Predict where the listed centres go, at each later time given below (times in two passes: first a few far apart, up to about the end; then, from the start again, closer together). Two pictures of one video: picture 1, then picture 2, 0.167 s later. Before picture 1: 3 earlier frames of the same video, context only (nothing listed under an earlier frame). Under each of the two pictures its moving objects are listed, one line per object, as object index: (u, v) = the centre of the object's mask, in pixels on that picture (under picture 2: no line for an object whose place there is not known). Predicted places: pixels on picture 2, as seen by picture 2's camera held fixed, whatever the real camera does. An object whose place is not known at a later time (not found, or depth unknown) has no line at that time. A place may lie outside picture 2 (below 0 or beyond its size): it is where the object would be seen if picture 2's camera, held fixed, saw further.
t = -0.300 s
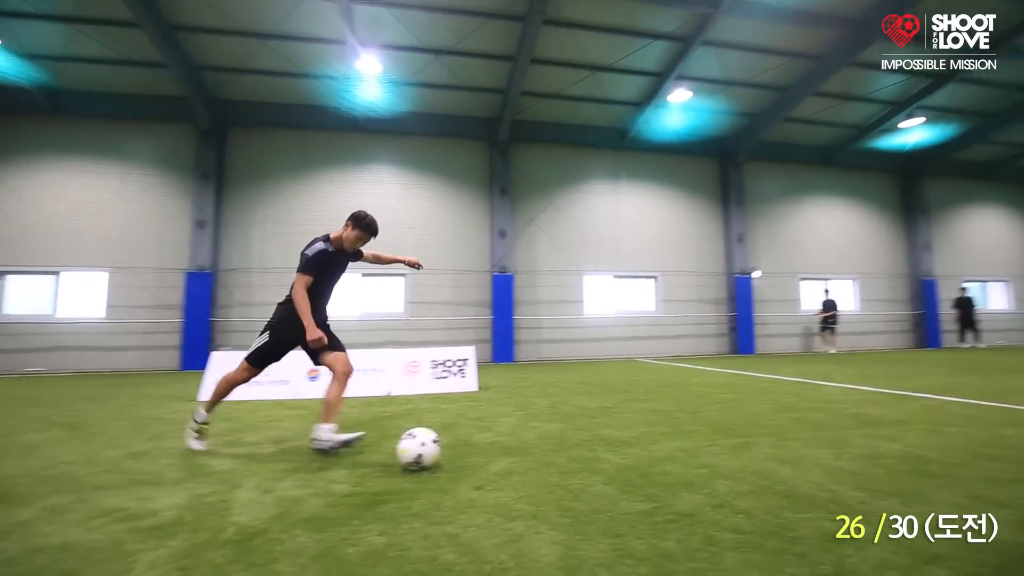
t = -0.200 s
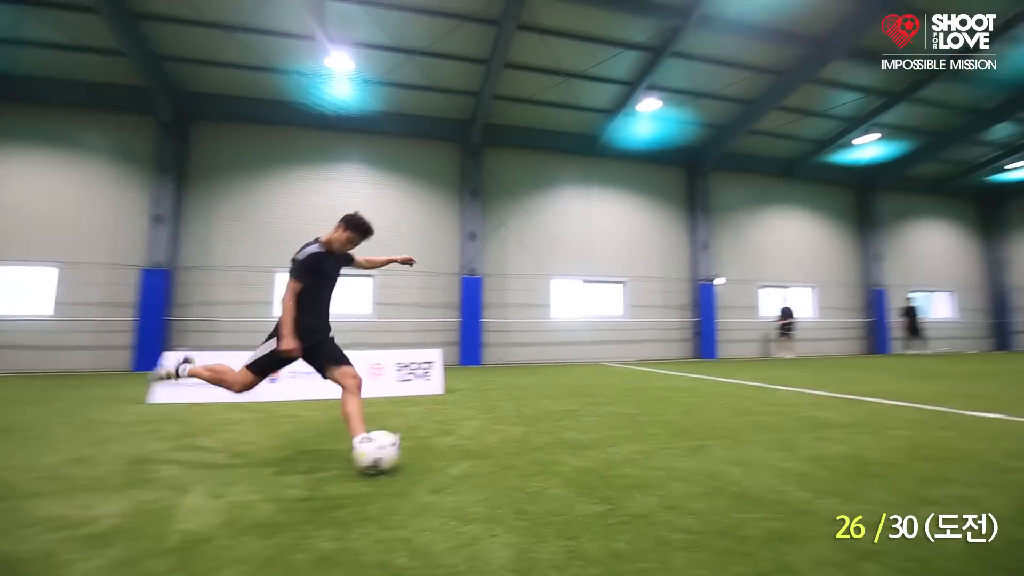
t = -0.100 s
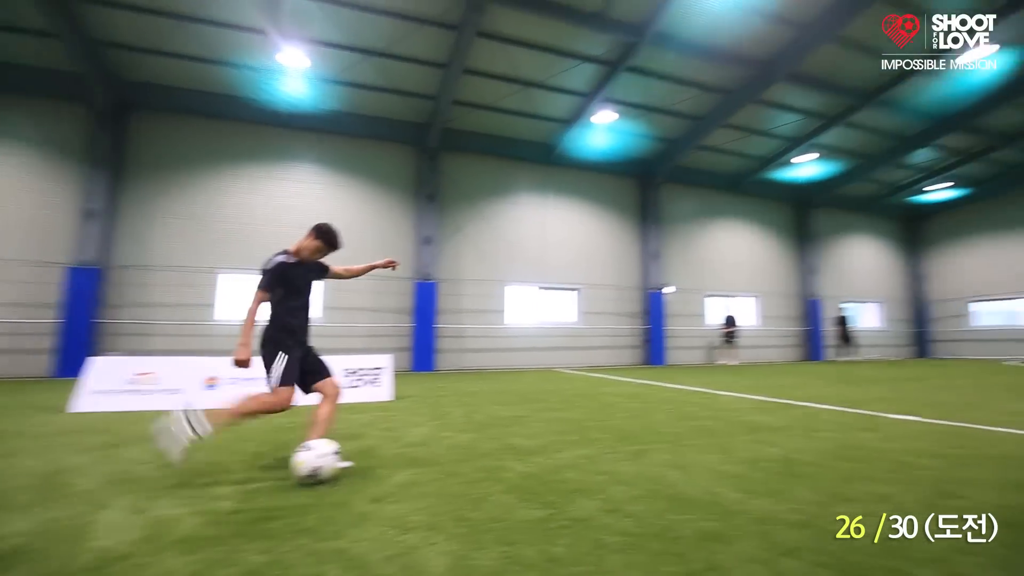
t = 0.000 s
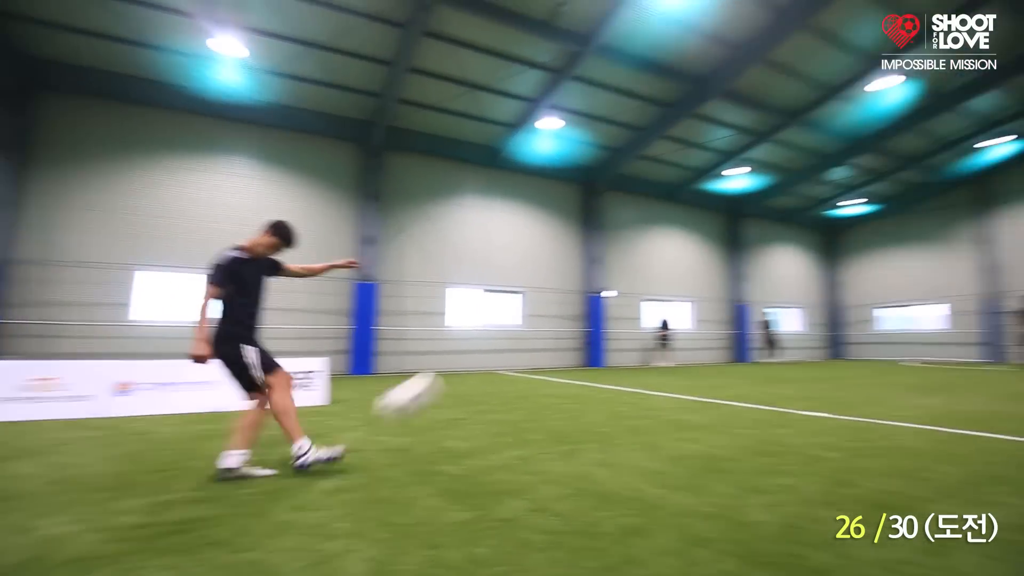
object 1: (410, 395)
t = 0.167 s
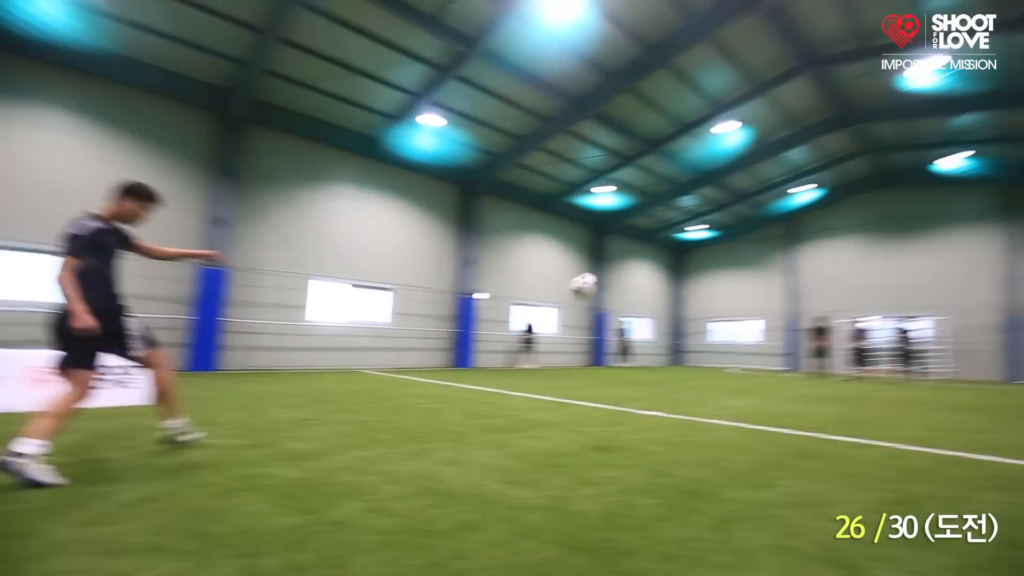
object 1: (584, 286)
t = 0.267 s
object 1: (672, 263)
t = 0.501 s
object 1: (783, 252)
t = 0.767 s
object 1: (852, 269)
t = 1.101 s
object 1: (901, 306)
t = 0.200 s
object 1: (618, 276)
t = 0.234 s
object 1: (648, 268)
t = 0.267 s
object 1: (672, 263)
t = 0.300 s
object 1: (694, 259)
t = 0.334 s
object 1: (713, 255)
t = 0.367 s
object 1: (730, 253)
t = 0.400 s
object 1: (745, 252)
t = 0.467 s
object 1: (772, 251)
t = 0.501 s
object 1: (783, 252)
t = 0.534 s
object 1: (793, 253)
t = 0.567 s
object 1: (803, 255)
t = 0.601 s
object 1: (814, 256)
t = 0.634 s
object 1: (821, 258)
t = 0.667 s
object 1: (829, 260)
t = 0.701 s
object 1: (837, 263)
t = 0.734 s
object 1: (844, 266)
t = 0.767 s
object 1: (852, 269)
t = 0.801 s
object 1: (858, 272)
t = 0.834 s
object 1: (863, 275)
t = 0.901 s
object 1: (874, 282)
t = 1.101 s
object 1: (901, 306)
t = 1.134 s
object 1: (904, 309)
